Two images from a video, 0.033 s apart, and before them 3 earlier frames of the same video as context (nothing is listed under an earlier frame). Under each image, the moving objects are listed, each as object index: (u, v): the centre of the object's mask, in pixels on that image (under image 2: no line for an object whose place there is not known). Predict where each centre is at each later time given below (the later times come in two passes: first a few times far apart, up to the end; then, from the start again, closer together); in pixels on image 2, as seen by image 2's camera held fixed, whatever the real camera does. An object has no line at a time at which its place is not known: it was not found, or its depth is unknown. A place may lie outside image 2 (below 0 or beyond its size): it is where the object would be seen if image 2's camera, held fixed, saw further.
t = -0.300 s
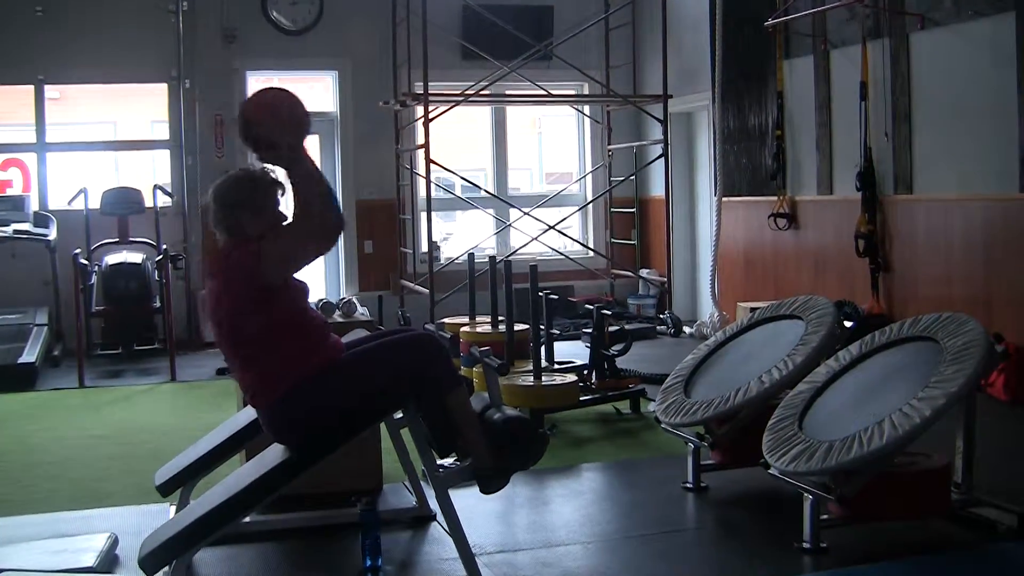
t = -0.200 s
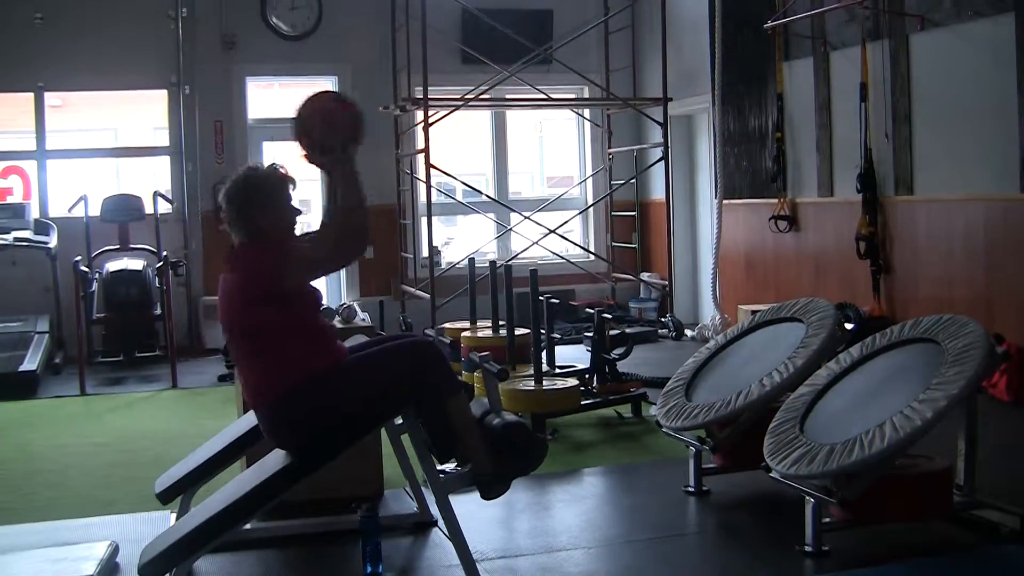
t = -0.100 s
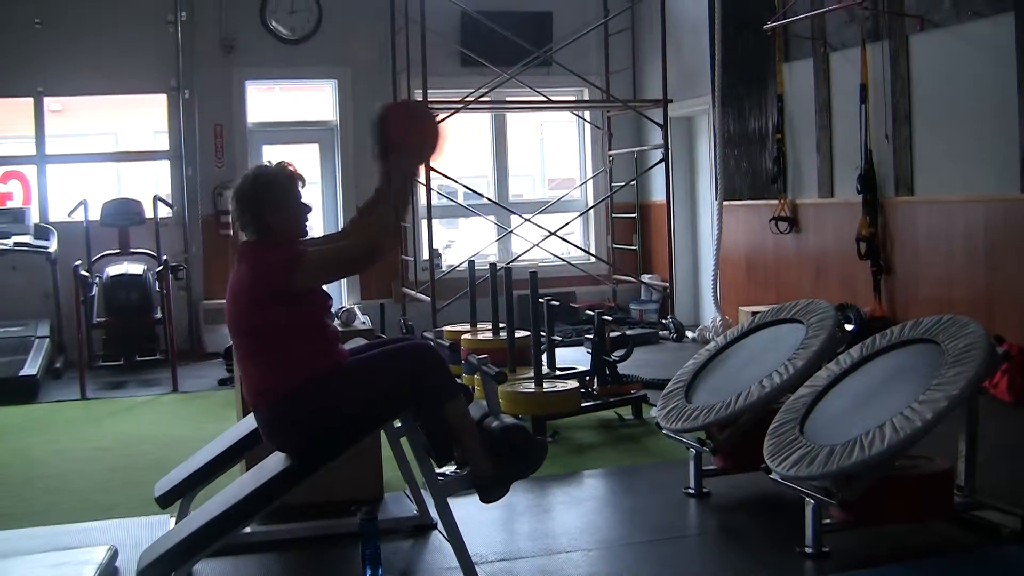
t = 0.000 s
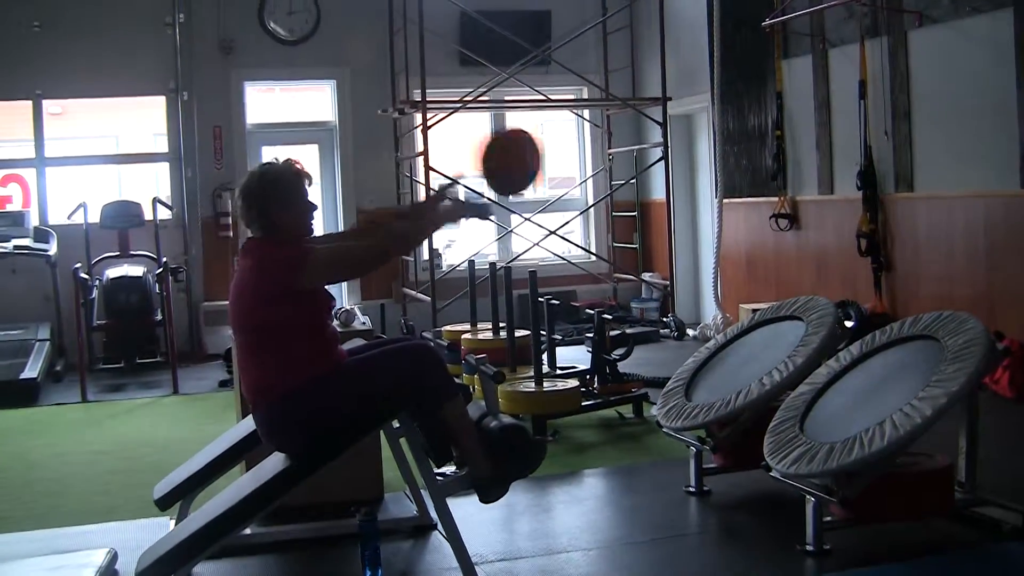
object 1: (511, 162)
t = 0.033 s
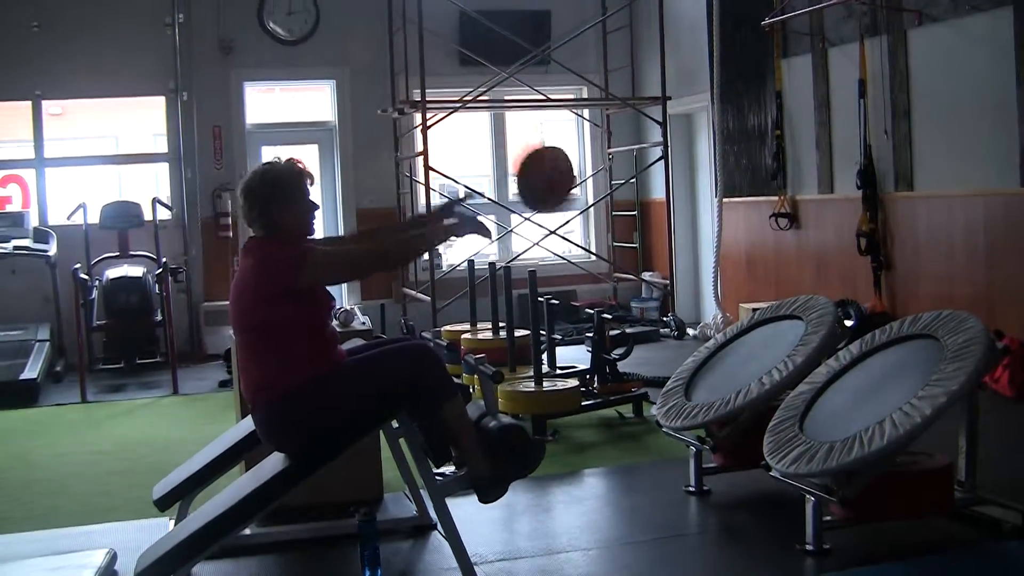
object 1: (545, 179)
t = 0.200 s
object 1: (715, 307)
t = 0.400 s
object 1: (791, 360)
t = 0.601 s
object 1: (685, 195)
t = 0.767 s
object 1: (597, 133)
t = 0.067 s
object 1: (581, 198)
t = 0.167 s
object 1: (682, 275)
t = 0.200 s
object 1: (715, 307)
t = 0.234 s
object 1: (746, 341)
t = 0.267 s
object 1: (780, 378)
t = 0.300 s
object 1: (811, 420)
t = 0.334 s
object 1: (828, 430)
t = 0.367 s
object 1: (813, 399)
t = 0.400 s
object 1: (791, 360)
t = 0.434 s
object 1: (775, 327)
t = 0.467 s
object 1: (757, 293)
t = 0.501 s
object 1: (737, 266)
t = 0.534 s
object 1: (720, 240)
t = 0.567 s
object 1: (703, 216)
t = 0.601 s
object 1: (685, 195)
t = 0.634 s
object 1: (667, 176)
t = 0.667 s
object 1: (649, 162)
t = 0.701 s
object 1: (631, 149)
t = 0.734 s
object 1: (614, 140)
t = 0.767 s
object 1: (597, 133)
